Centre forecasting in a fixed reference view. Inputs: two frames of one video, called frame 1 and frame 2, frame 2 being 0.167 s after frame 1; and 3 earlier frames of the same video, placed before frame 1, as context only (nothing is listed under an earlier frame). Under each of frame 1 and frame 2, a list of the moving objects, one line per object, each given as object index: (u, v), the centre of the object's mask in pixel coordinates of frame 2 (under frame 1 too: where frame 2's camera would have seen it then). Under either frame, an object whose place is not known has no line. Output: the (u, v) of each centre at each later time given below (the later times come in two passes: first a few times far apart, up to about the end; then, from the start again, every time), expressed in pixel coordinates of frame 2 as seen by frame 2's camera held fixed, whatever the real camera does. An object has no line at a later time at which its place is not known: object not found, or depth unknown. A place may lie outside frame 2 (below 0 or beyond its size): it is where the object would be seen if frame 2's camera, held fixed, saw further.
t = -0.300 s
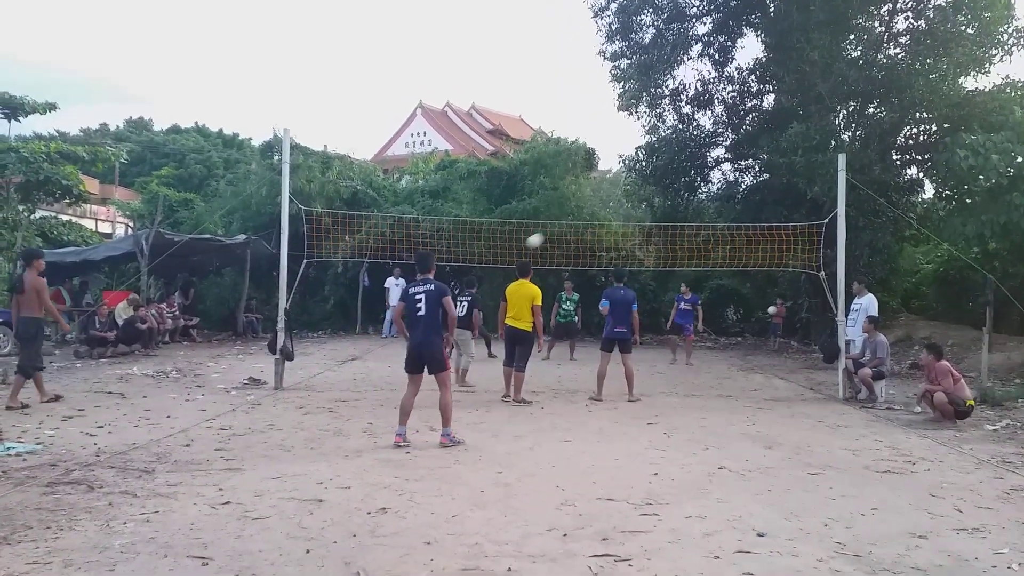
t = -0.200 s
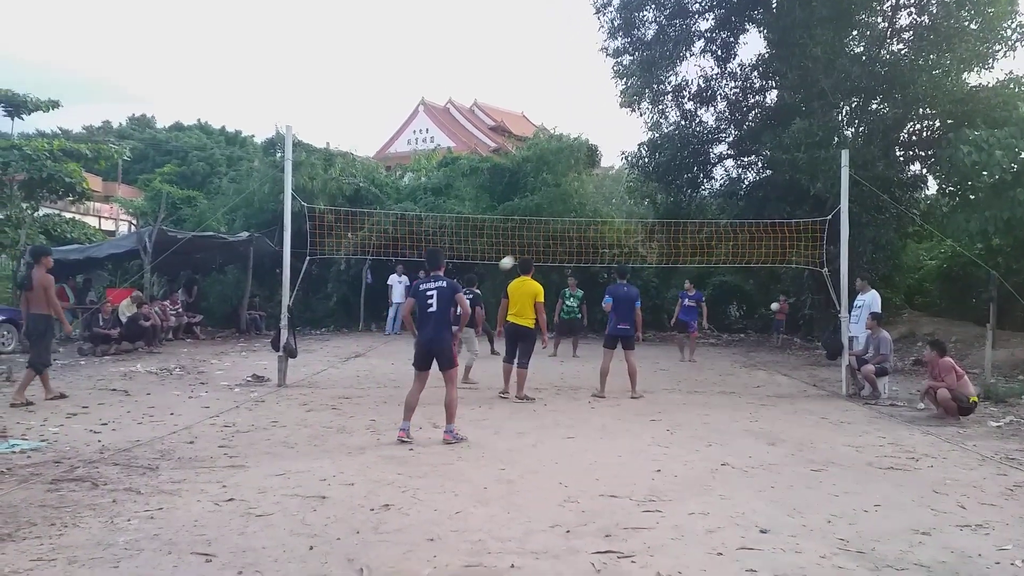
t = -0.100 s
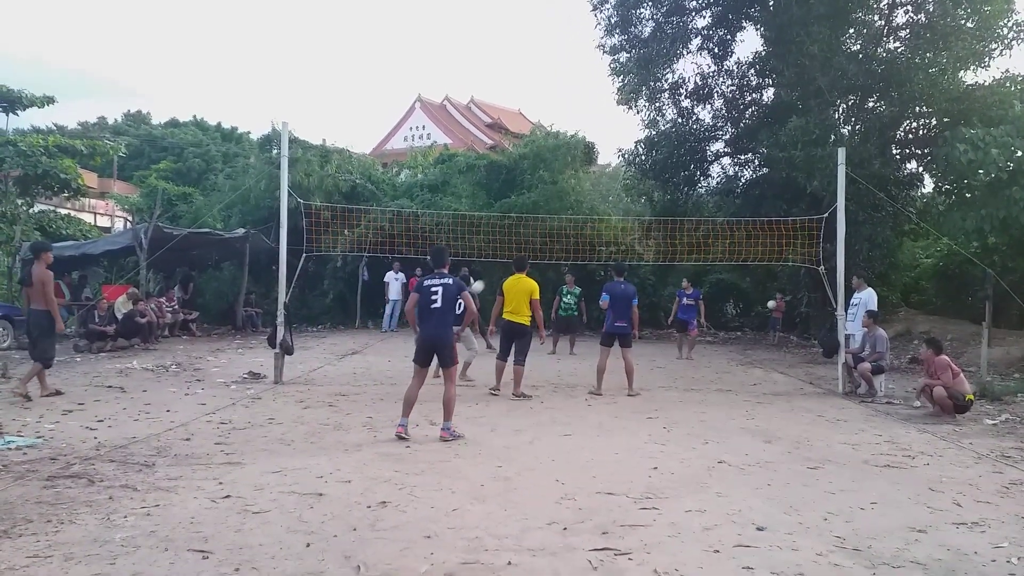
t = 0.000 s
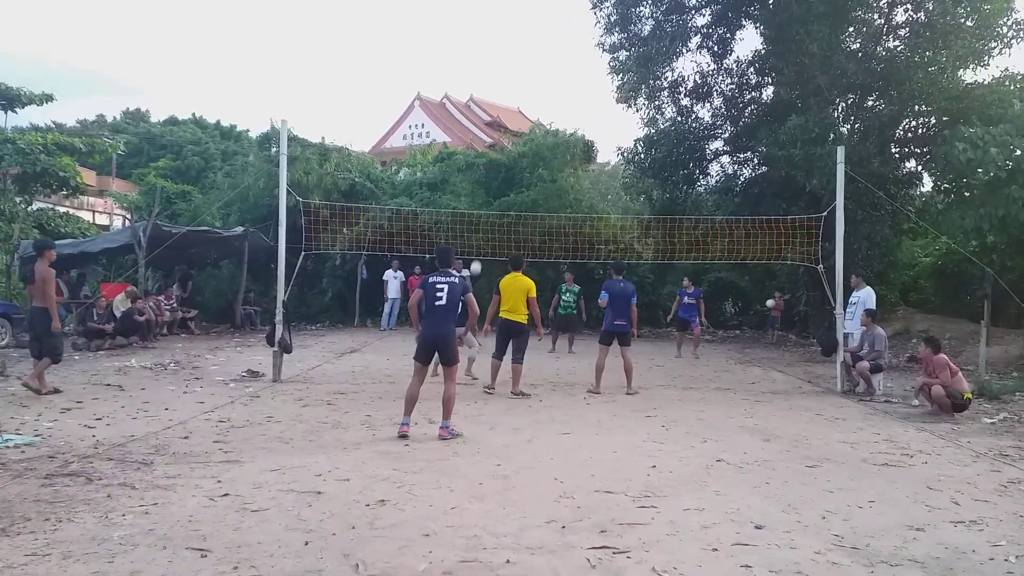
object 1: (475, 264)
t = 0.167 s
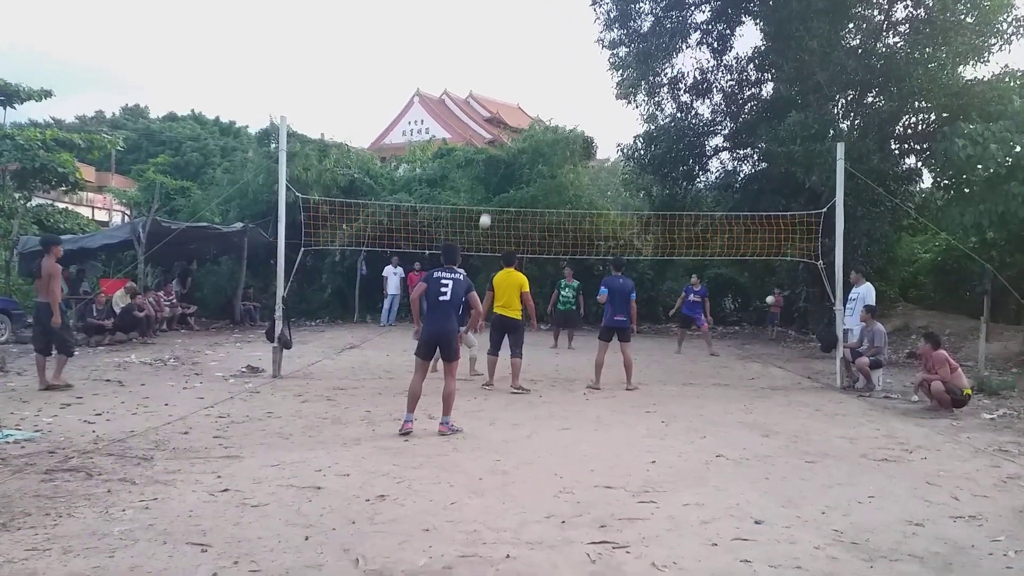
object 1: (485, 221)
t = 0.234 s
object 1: (489, 207)
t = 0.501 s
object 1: (506, 174)
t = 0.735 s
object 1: (521, 177)
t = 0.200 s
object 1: (487, 214)
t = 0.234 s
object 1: (489, 207)
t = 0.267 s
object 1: (491, 201)
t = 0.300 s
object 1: (493, 195)
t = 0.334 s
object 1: (495, 190)
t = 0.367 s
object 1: (497, 186)
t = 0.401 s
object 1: (499, 182)
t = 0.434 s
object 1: (501, 178)
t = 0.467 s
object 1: (503, 176)
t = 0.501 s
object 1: (506, 174)
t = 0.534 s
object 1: (508, 172)
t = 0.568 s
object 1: (510, 171)
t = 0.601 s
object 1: (512, 171)
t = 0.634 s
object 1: (514, 171)
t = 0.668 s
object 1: (517, 172)
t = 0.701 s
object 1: (519, 174)
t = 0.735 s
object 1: (521, 177)
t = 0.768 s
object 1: (523, 180)
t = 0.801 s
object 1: (525, 184)
